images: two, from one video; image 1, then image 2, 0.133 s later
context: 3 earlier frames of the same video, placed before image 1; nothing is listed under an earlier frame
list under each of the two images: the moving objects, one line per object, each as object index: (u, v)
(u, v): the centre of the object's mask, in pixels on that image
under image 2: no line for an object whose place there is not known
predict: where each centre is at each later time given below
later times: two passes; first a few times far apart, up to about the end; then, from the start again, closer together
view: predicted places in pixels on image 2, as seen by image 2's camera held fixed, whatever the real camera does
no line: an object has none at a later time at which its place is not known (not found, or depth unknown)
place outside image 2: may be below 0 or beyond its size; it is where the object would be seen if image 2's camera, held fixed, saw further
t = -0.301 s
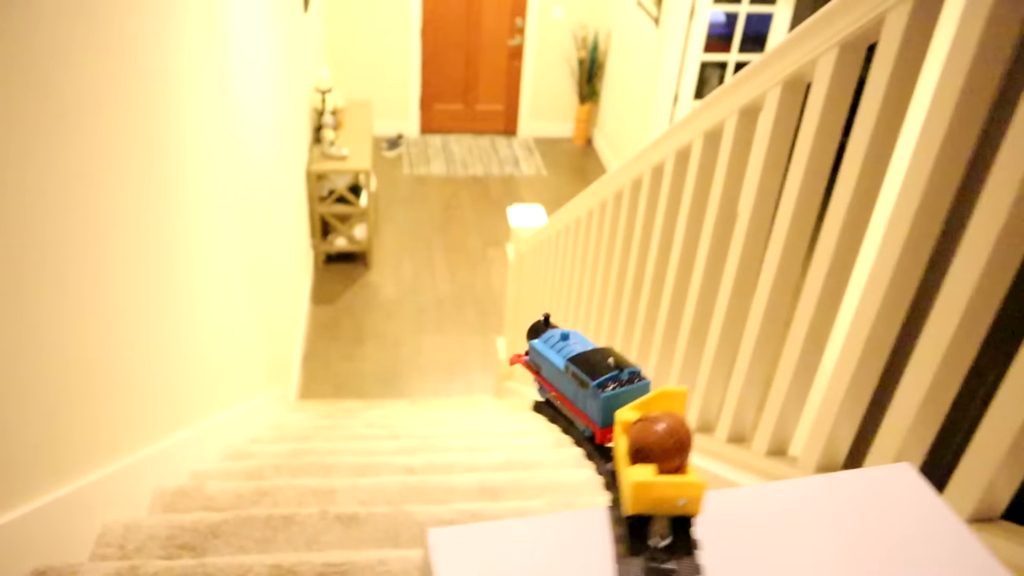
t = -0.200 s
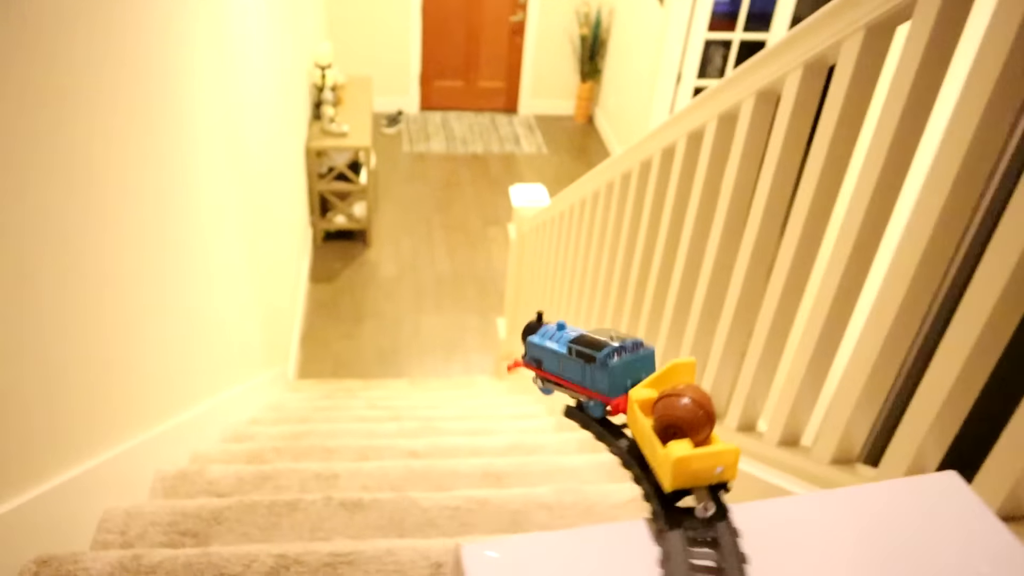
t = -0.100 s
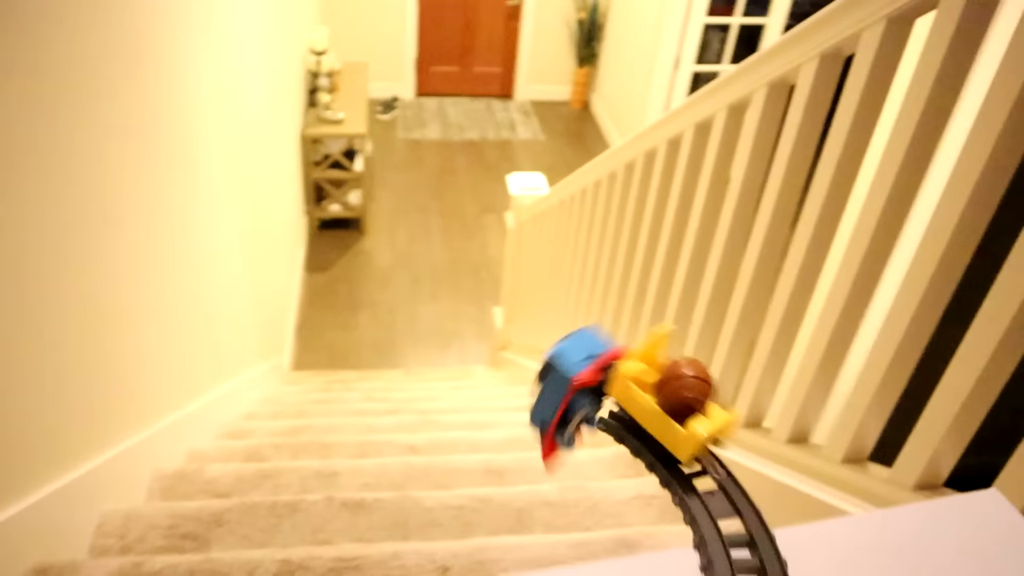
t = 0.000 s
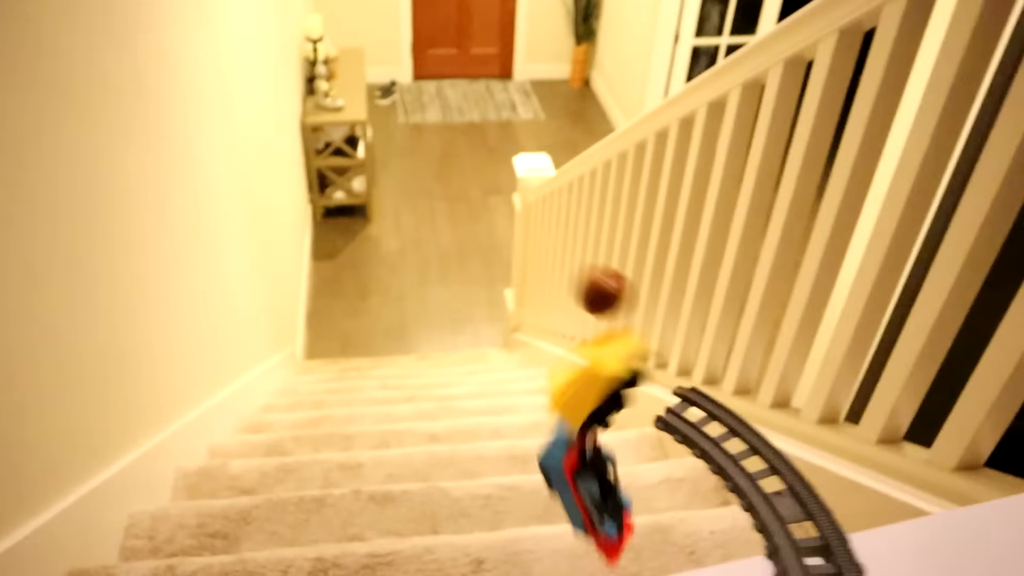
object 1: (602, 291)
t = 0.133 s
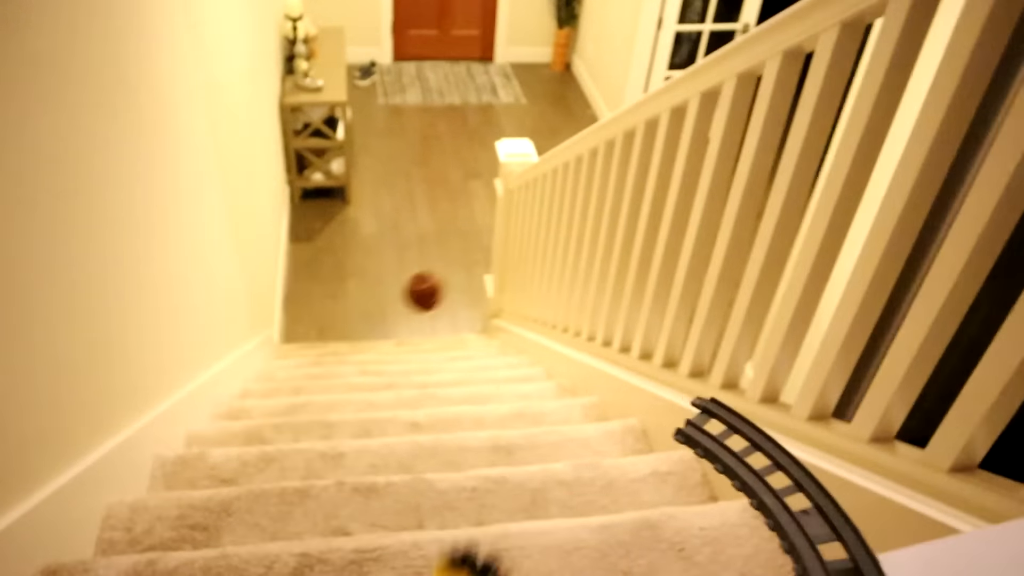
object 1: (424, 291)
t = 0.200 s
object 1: (373, 339)
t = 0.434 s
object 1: (294, 417)
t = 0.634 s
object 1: (298, 328)
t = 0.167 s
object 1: (397, 313)
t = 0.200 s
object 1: (373, 339)
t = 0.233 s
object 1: (351, 366)
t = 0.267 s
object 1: (334, 394)
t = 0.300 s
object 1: (320, 422)
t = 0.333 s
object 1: (308, 450)
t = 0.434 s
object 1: (294, 417)
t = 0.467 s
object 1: (294, 391)
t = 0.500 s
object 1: (295, 369)
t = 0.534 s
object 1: (295, 351)
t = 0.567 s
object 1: (297, 339)
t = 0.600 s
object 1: (298, 331)
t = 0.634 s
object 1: (298, 328)
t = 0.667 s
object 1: (299, 327)
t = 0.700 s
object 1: (299, 331)
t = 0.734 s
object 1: (300, 338)
